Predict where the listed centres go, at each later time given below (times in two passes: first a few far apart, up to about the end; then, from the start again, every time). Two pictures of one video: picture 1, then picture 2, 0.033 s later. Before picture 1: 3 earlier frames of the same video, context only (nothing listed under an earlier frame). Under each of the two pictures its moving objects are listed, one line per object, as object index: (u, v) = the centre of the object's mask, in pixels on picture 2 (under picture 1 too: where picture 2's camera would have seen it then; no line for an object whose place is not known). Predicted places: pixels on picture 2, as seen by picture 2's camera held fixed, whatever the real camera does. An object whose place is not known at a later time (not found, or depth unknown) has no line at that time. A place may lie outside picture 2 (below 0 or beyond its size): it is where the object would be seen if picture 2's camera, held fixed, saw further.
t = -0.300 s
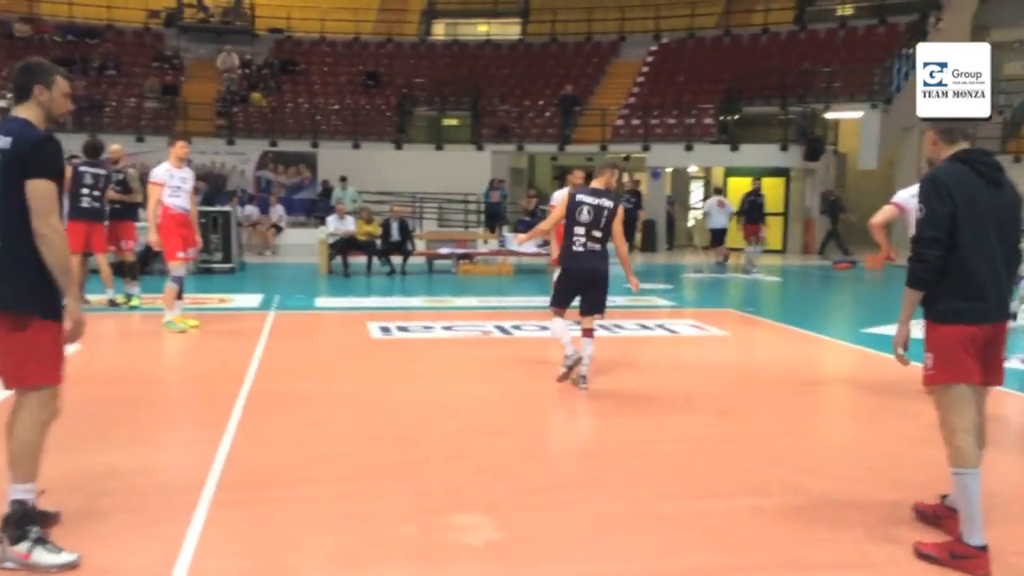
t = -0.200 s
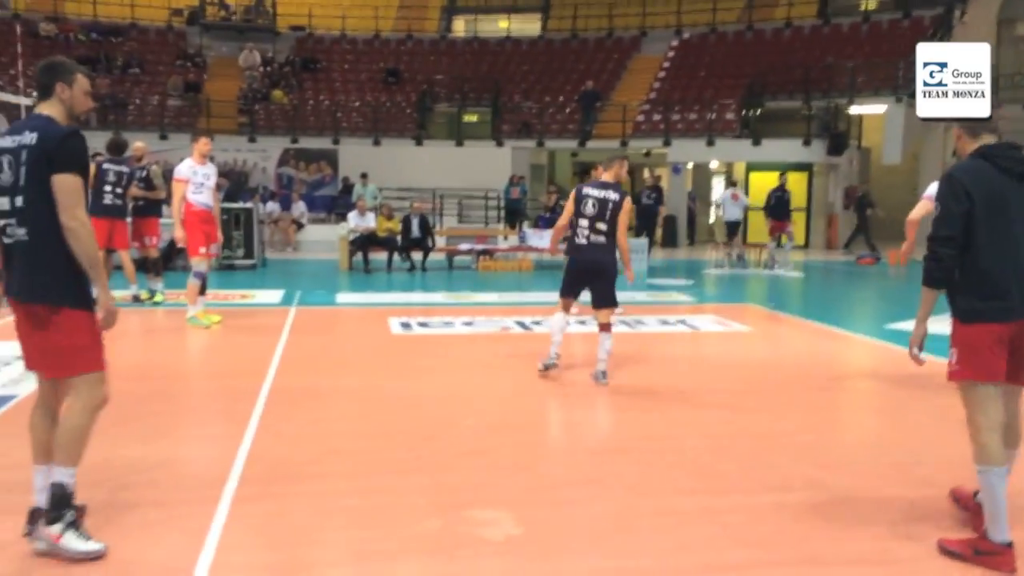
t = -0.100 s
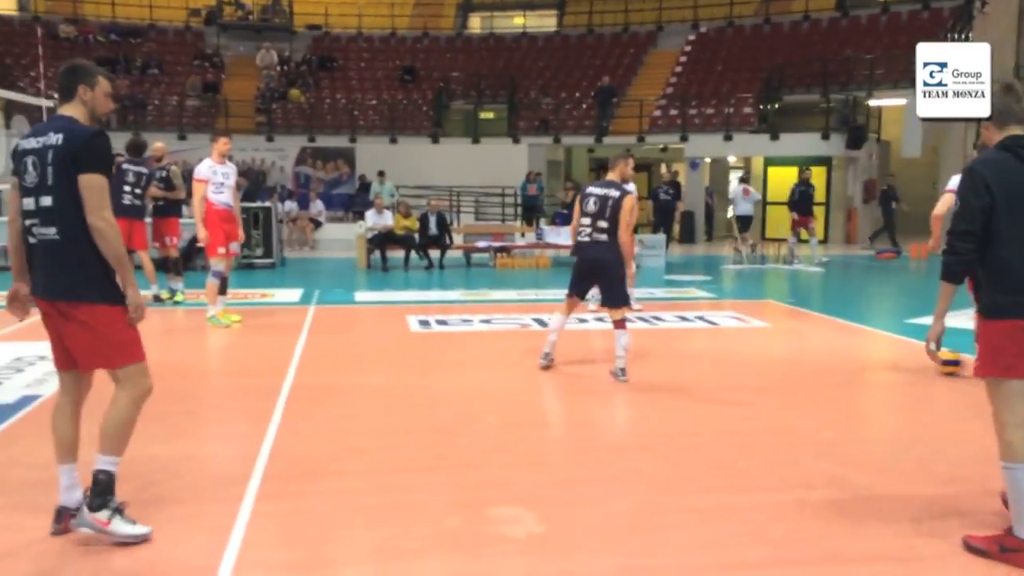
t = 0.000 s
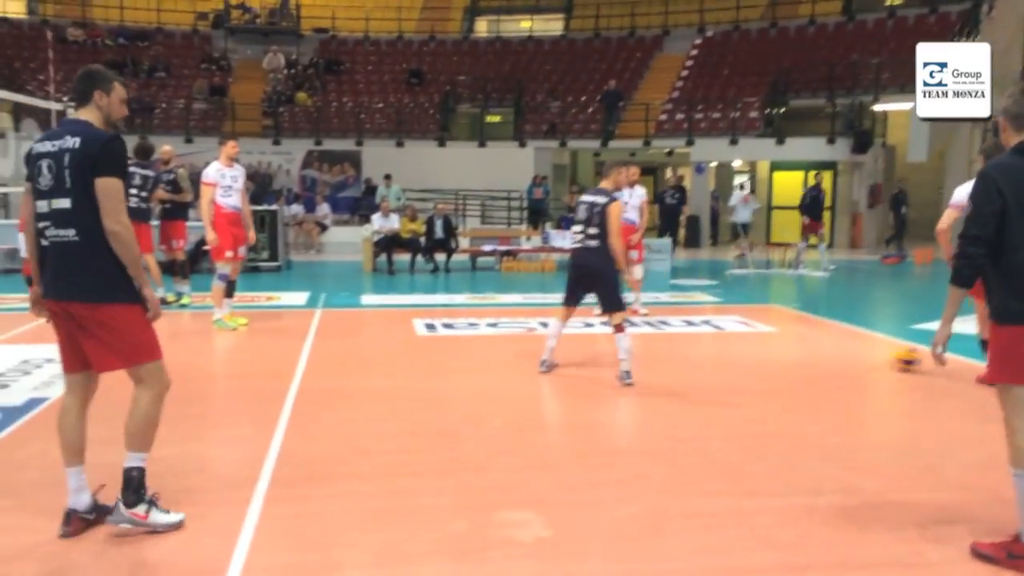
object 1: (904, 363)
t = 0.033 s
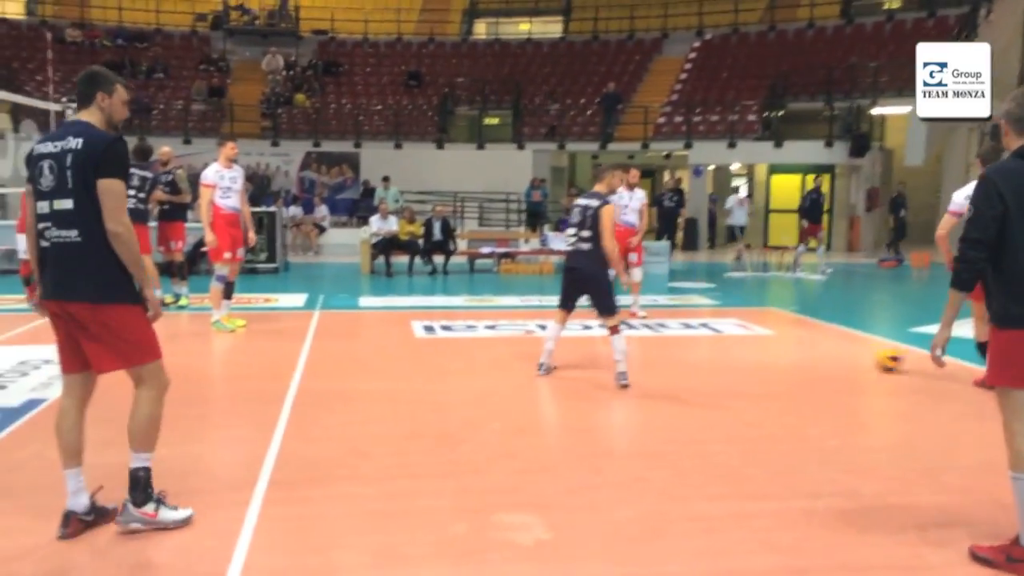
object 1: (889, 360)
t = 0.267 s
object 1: (811, 345)
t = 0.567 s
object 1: (745, 332)
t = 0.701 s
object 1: (719, 326)
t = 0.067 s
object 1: (874, 357)
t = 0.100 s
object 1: (863, 355)
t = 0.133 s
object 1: (850, 353)
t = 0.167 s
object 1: (839, 350)
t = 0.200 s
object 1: (829, 348)
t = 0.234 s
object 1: (820, 346)
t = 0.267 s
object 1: (811, 345)
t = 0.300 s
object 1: (803, 342)
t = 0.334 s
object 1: (795, 341)
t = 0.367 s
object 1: (788, 340)
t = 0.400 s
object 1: (779, 338)
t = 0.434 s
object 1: (773, 337)
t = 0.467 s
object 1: (765, 336)
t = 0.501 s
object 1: (758, 334)
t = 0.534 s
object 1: (752, 331)
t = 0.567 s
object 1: (745, 332)
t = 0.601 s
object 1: (739, 330)
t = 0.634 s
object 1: (732, 329)
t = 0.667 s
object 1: (725, 328)
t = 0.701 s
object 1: (719, 326)
